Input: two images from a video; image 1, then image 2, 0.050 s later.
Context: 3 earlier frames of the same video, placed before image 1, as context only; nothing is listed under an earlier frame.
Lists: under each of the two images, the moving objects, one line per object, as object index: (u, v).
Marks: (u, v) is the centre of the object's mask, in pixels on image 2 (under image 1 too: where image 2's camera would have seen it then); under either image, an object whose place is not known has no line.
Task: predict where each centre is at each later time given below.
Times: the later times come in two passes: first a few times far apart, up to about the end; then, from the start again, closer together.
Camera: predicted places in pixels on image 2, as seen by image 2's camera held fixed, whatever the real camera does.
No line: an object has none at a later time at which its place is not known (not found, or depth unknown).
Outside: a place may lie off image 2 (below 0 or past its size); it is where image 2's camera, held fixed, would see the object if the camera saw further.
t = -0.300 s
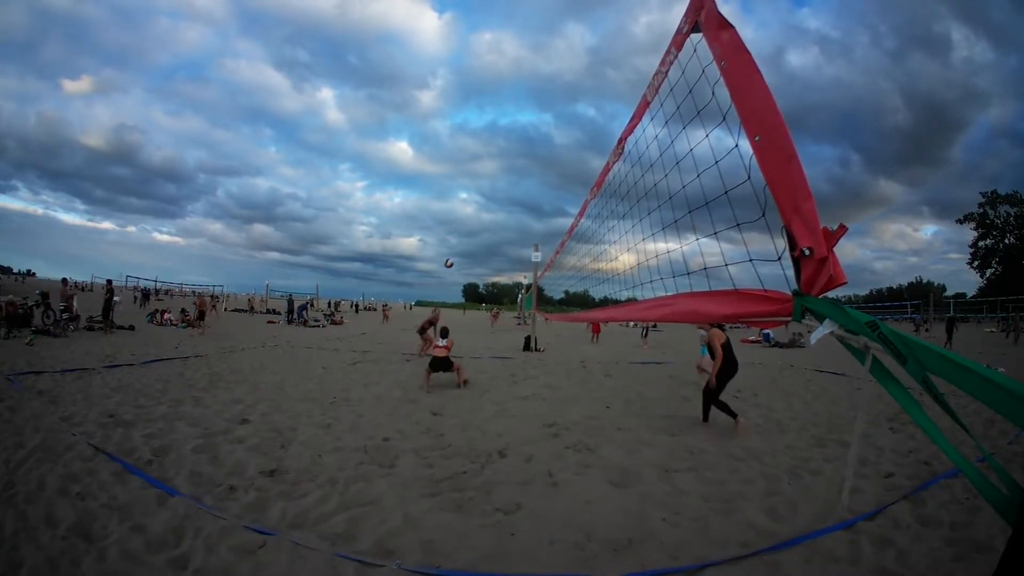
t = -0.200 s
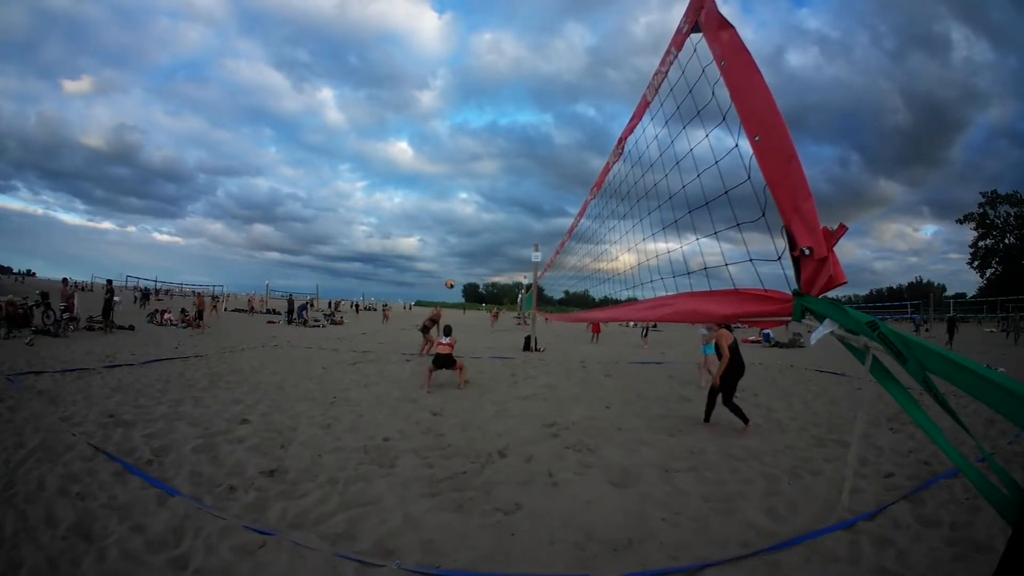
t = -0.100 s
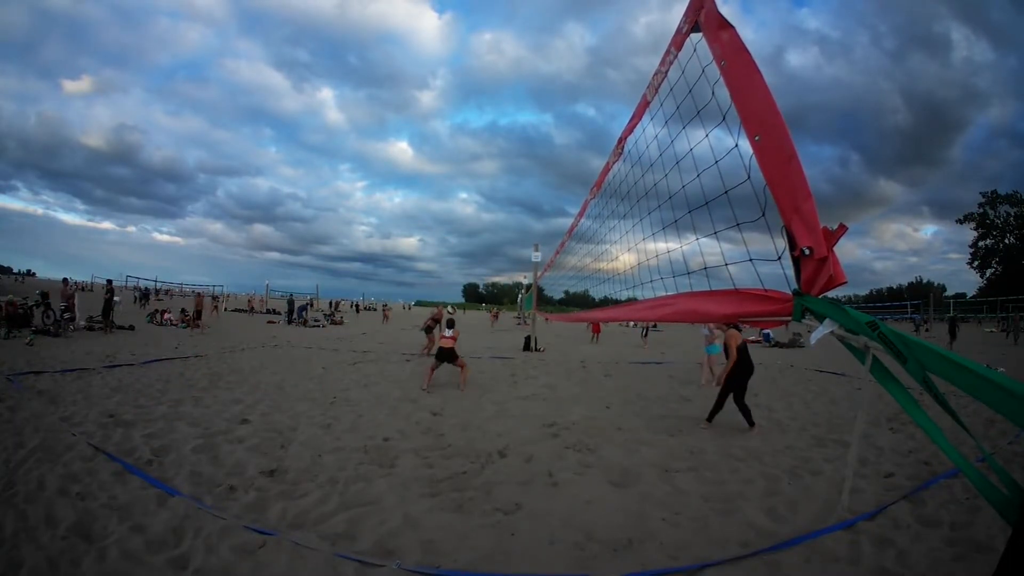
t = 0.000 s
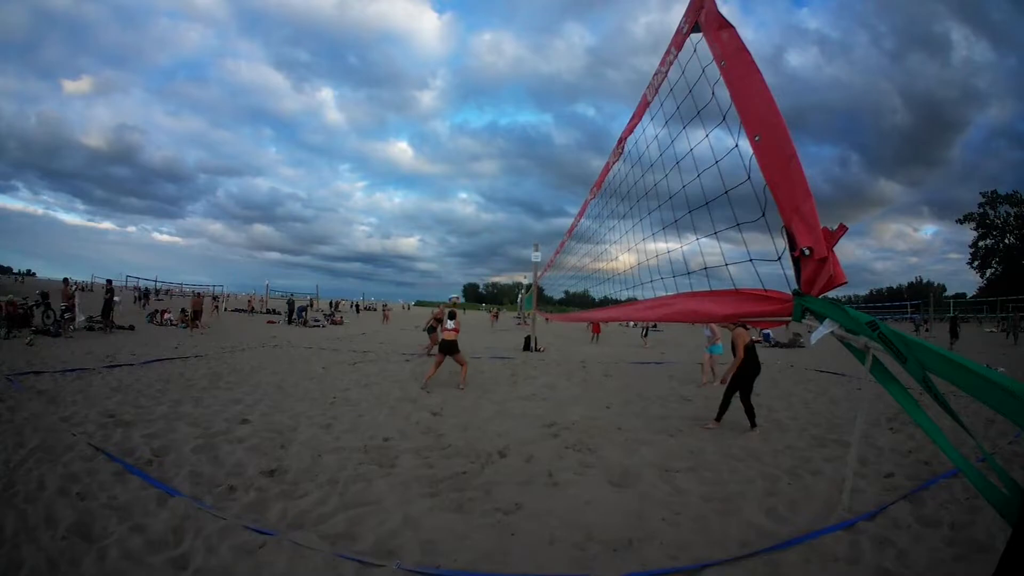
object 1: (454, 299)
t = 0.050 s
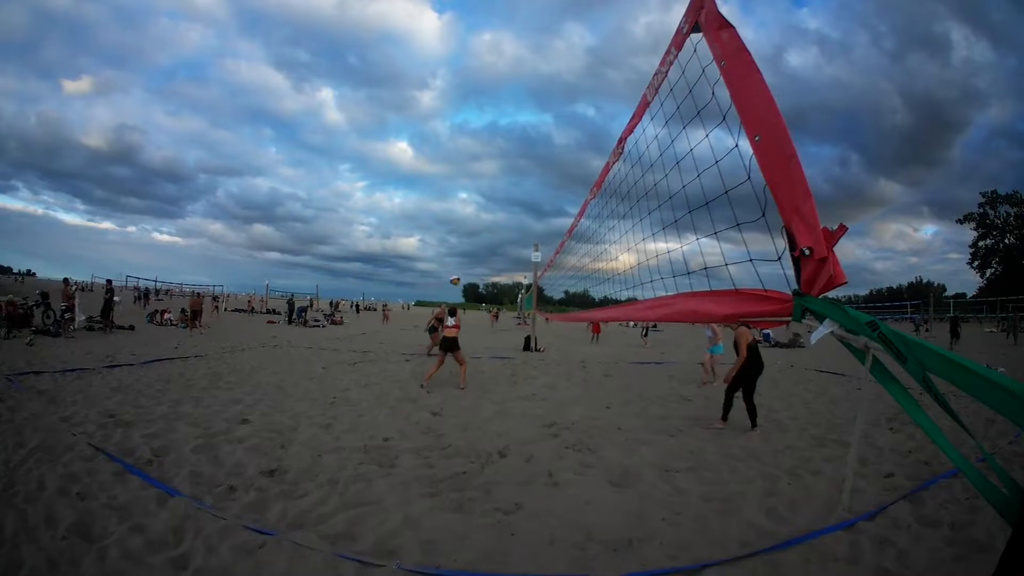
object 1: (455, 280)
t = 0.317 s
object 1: (459, 204)
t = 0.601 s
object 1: (462, 165)
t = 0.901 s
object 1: (462, 160)
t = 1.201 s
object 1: (460, 190)
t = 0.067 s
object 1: (455, 274)
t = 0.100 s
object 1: (456, 263)
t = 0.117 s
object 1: (457, 257)
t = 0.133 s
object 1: (457, 252)
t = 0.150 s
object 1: (457, 246)
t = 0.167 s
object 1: (457, 241)
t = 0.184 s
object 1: (457, 236)
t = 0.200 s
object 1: (458, 232)
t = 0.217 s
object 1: (458, 227)
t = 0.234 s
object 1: (458, 223)
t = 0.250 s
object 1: (458, 219)
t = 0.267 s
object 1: (458, 215)
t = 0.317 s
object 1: (459, 204)
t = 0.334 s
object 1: (459, 200)
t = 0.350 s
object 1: (460, 197)
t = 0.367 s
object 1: (460, 194)
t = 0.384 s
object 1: (460, 191)
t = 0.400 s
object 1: (460, 188)
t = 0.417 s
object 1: (461, 185)
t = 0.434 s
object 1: (461, 183)
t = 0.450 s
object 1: (461, 181)
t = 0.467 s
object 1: (461, 178)
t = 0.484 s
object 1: (461, 176)
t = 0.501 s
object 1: (462, 174)
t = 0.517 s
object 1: (462, 173)
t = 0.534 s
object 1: (462, 171)
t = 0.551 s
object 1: (462, 169)
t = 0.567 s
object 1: (462, 168)
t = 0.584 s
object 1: (462, 166)
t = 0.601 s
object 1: (462, 165)
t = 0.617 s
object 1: (462, 163)
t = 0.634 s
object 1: (462, 162)
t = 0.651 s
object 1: (462, 161)
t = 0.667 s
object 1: (462, 160)
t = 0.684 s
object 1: (462, 160)
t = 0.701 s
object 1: (462, 159)
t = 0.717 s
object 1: (462, 158)
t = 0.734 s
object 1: (462, 158)
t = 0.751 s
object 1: (462, 158)
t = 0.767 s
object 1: (462, 158)
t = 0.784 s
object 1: (462, 158)
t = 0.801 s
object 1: (462, 158)
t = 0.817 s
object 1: (462, 158)
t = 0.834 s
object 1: (463, 158)
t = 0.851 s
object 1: (463, 159)
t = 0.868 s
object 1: (462, 159)
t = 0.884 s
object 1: (462, 160)
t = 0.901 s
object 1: (462, 160)
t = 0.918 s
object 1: (462, 161)
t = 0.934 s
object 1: (462, 161)
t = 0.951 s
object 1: (462, 162)
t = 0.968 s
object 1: (461, 164)
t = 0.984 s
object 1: (461, 165)
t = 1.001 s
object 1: (461, 166)
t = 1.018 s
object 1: (461, 168)
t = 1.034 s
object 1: (461, 169)
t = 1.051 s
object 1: (461, 171)
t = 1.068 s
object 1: (461, 173)
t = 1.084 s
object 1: (460, 175)
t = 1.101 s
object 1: (460, 177)
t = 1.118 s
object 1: (461, 178)
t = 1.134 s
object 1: (460, 180)
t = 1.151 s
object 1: (460, 182)
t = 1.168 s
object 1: (460, 185)
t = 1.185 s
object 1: (460, 187)
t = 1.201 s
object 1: (460, 190)
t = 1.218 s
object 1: (459, 193)
